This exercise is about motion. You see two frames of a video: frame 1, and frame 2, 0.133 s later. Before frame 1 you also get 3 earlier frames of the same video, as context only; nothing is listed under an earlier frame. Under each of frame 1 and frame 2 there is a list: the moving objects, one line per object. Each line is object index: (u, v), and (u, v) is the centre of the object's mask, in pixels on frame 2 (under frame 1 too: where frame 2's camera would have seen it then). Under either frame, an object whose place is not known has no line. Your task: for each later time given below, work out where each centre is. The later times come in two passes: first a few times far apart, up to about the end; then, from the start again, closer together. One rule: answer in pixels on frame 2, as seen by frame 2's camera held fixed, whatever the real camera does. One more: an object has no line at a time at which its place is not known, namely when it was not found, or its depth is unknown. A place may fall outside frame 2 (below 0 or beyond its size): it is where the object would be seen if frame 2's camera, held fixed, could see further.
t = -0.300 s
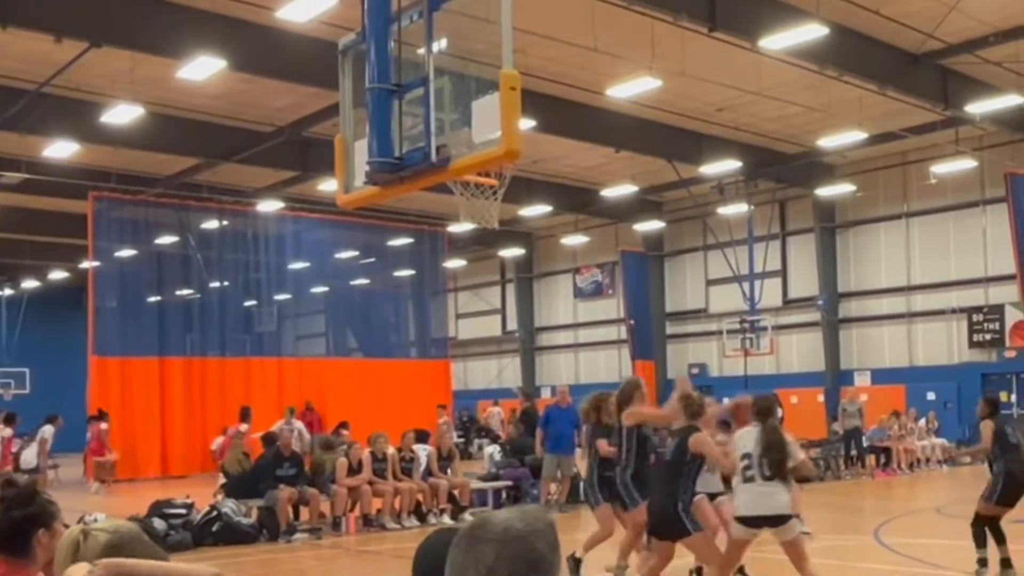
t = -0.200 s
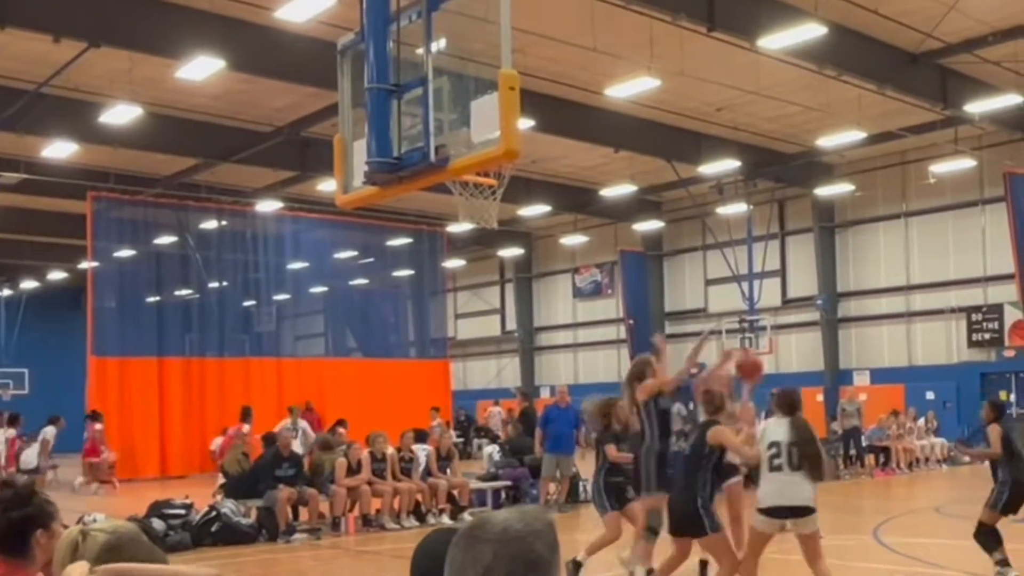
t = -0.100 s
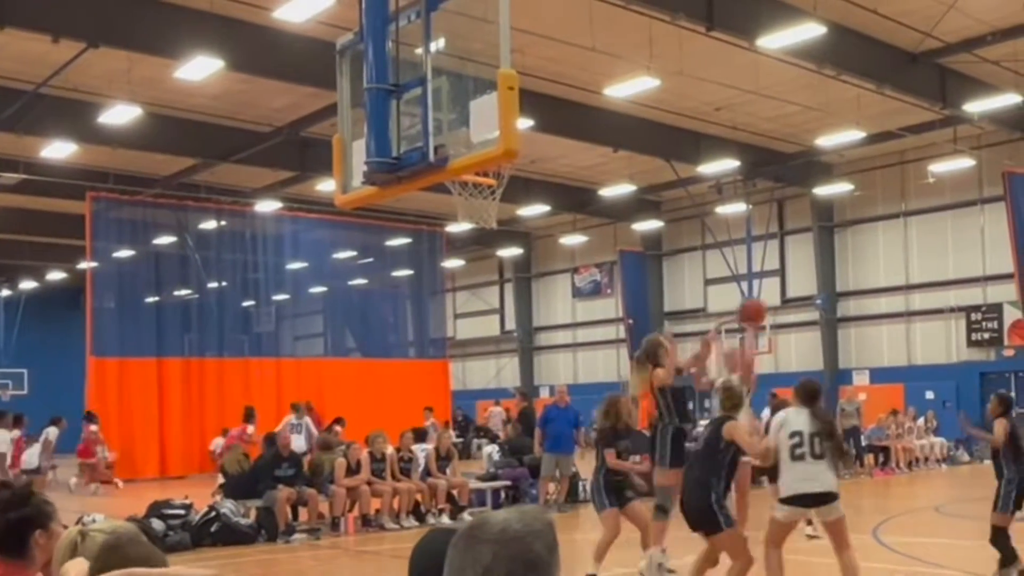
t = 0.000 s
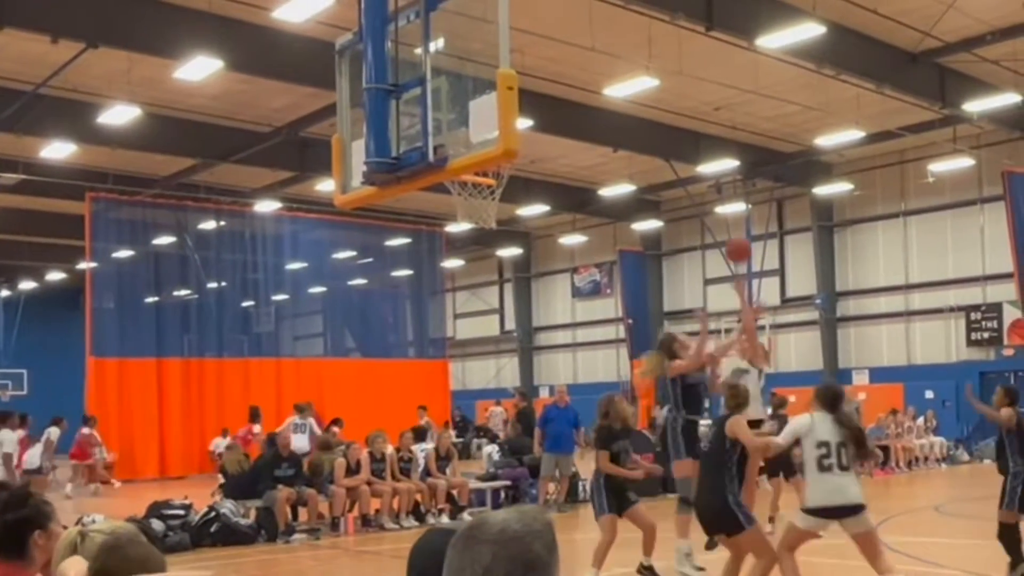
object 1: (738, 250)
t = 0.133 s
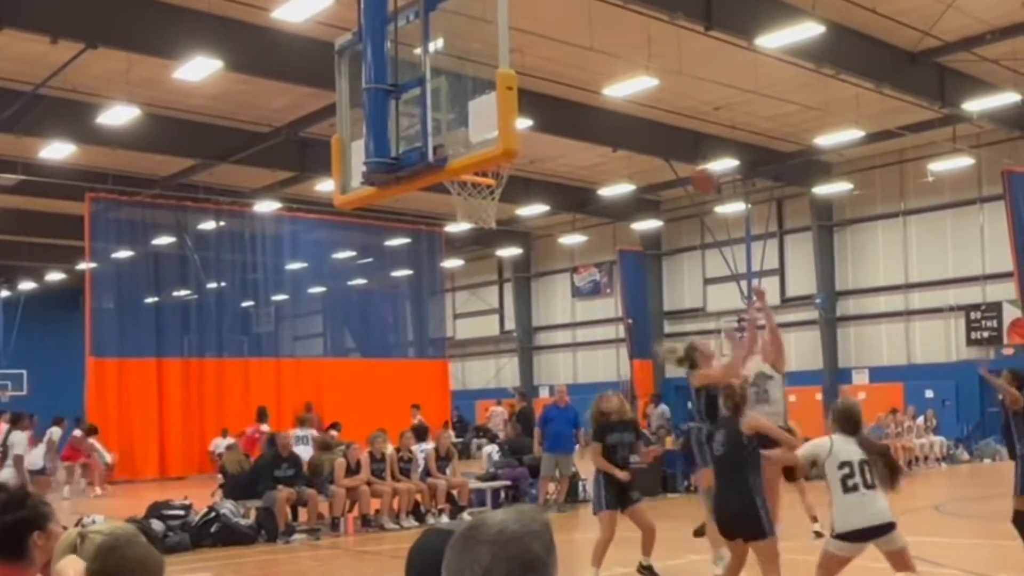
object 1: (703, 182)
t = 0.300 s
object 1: (661, 118)
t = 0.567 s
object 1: (582, 82)
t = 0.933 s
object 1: (463, 188)
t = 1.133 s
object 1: (451, 200)
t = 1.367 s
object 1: (464, 288)
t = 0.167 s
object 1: (694, 162)
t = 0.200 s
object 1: (686, 148)
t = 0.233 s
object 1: (677, 139)
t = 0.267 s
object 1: (668, 128)
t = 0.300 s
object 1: (661, 118)
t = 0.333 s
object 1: (651, 108)
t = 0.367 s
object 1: (641, 101)
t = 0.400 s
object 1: (631, 93)
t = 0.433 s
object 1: (620, 86)
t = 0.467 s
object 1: (610, 83)
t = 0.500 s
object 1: (601, 81)
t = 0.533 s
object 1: (592, 81)
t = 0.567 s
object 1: (582, 82)
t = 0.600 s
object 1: (573, 85)
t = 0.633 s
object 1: (562, 89)
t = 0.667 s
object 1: (551, 97)
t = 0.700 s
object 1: (542, 104)
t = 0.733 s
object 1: (534, 111)
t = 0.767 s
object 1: (528, 122)
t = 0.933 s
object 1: (463, 188)
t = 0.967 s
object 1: (456, 190)
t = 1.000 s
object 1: (452, 192)
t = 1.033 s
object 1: (452, 193)
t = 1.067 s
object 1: (450, 195)
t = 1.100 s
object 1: (450, 197)
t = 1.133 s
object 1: (451, 200)
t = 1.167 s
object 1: (453, 207)
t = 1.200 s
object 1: (455, 222)
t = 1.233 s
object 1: (457, 232)
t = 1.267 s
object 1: (459, 242)
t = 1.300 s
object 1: (460, 255)
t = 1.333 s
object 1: (462, 271)
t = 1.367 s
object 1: (464, 288)
